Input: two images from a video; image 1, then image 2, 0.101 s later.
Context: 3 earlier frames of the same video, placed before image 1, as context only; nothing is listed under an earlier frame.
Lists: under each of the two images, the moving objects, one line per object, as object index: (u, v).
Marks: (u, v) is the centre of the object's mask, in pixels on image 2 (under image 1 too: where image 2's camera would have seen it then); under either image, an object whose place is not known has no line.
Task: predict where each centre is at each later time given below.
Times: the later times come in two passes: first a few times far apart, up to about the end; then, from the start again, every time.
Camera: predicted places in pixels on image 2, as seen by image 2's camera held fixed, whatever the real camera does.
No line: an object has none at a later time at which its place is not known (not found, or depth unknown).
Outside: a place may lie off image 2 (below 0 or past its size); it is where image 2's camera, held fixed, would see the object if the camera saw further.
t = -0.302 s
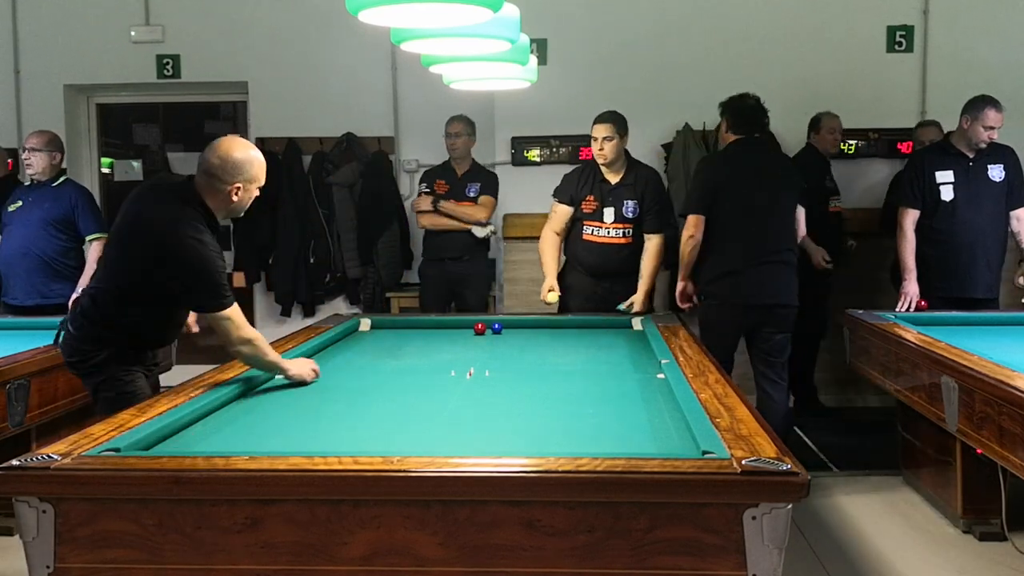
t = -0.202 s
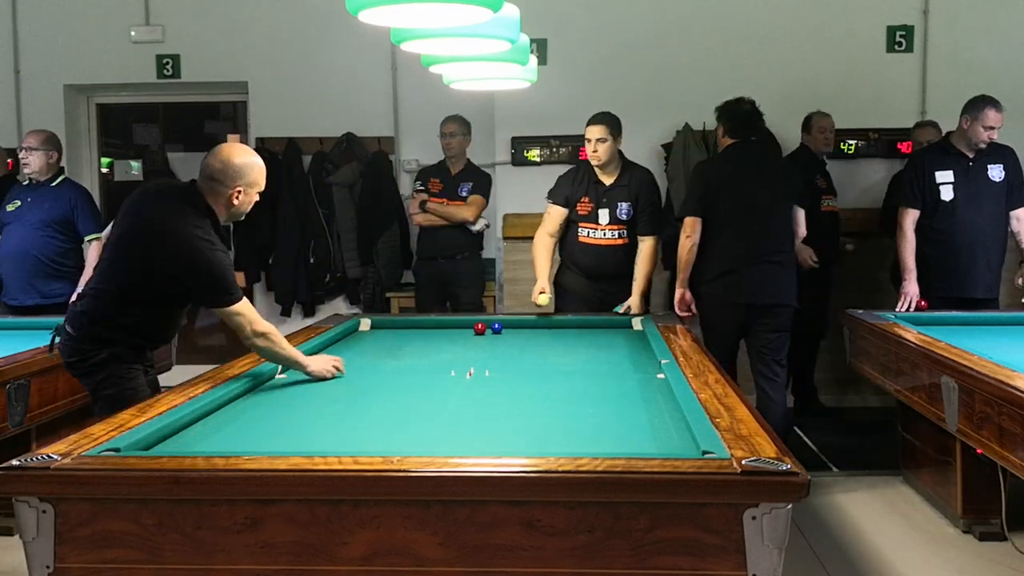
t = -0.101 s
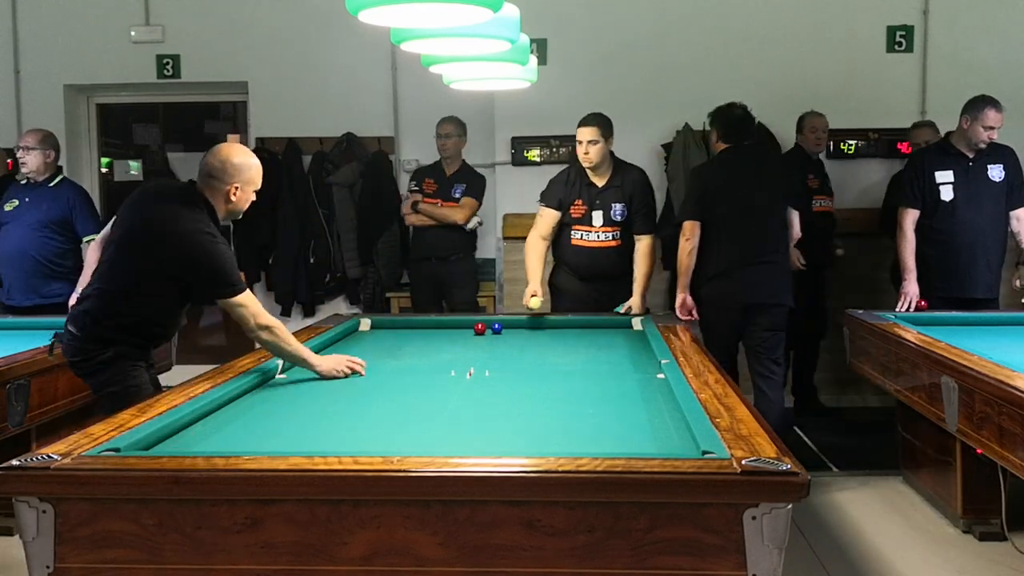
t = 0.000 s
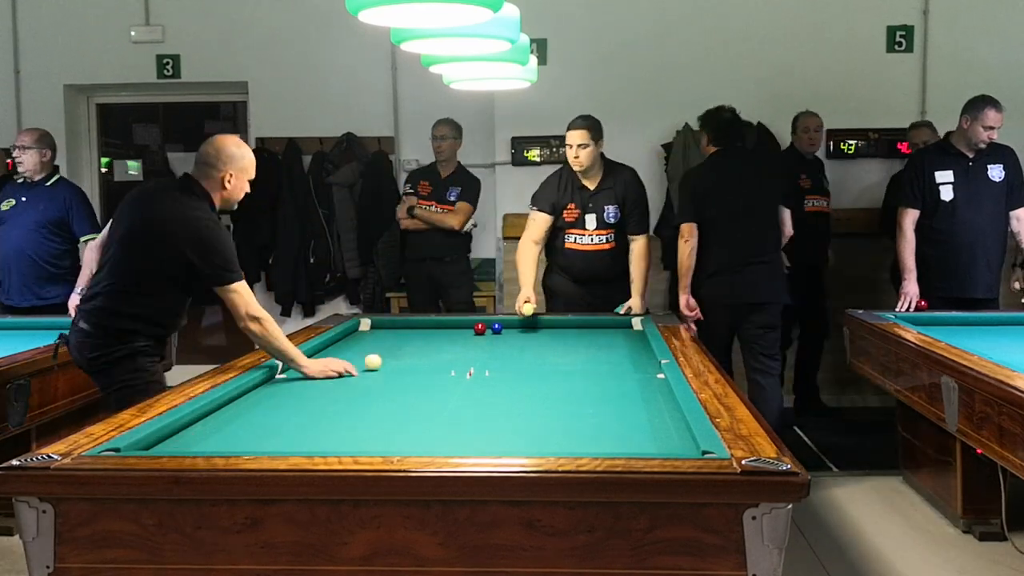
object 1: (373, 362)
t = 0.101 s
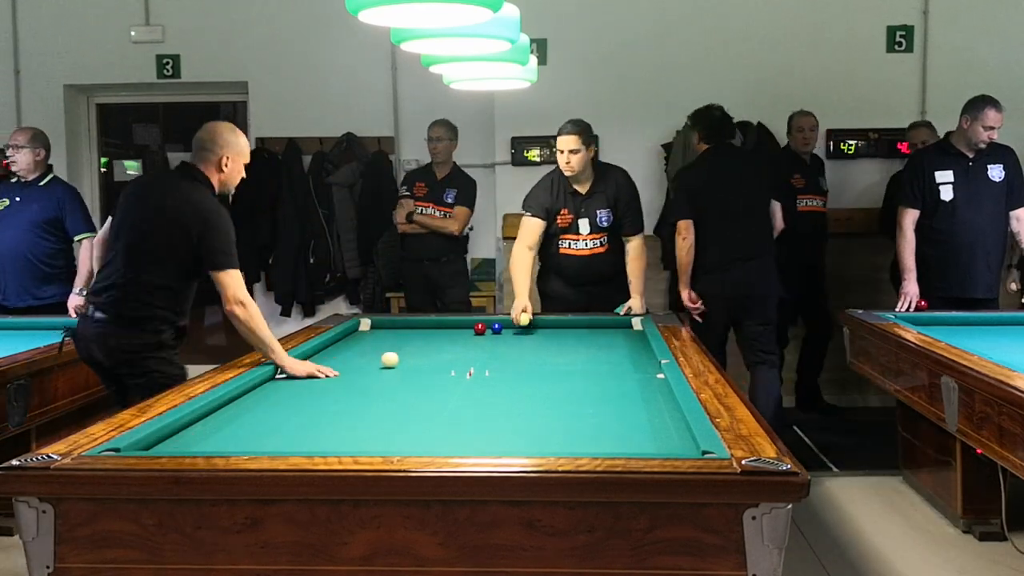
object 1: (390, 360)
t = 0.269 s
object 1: (417, 356)
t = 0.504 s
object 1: (452, 351)
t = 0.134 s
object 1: (395, 359)
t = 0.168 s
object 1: (401, 358)
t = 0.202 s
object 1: (406, 357)
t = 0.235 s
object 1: (412, 356)
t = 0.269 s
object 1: (417, 356)
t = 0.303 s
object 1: (422, 355)
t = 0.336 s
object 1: (427, 354)
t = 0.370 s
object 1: (432, 353)
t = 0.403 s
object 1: (438, 353)
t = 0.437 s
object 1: (442, 352)
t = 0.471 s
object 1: (447, 351)
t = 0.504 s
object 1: (452, 351)
